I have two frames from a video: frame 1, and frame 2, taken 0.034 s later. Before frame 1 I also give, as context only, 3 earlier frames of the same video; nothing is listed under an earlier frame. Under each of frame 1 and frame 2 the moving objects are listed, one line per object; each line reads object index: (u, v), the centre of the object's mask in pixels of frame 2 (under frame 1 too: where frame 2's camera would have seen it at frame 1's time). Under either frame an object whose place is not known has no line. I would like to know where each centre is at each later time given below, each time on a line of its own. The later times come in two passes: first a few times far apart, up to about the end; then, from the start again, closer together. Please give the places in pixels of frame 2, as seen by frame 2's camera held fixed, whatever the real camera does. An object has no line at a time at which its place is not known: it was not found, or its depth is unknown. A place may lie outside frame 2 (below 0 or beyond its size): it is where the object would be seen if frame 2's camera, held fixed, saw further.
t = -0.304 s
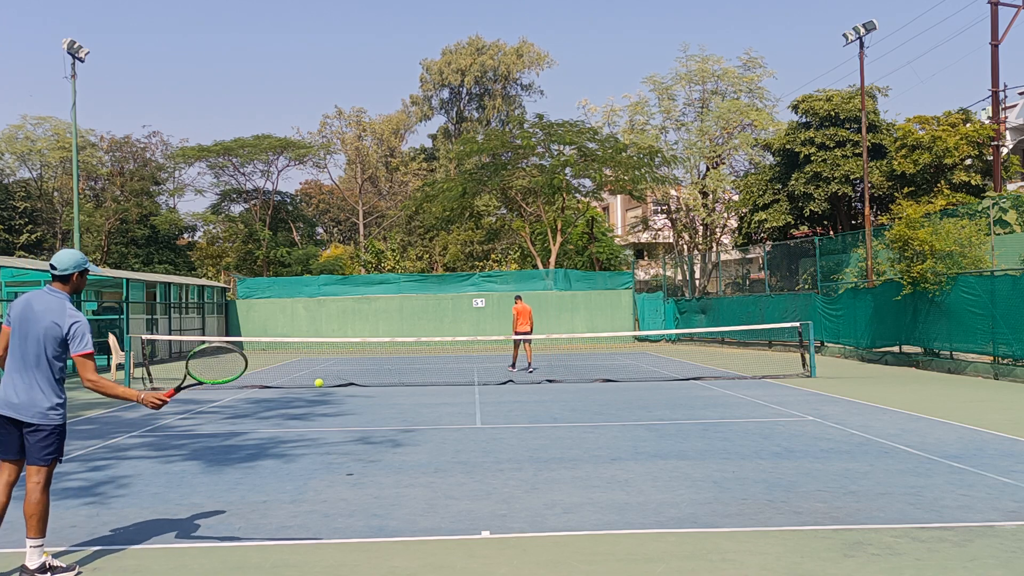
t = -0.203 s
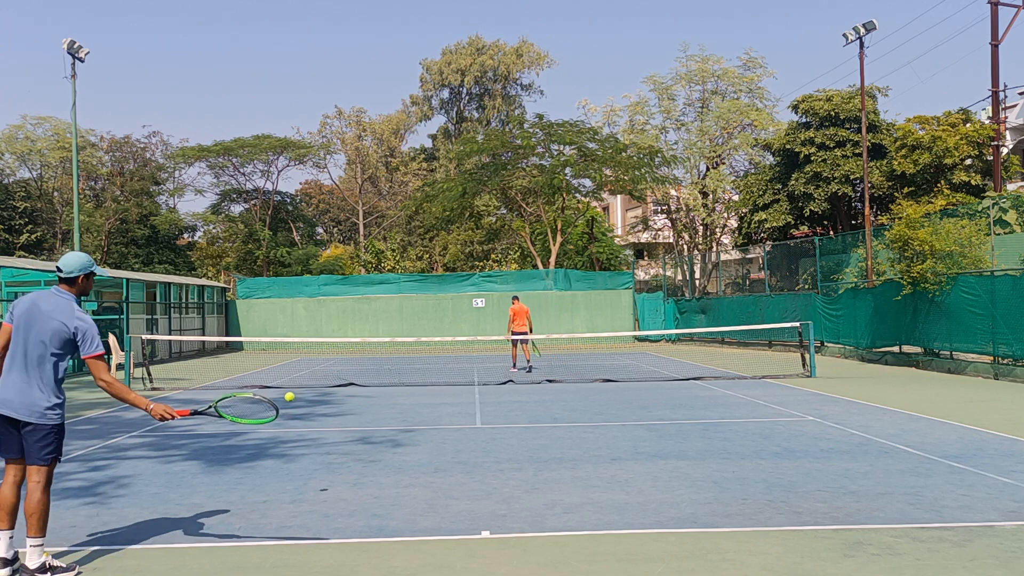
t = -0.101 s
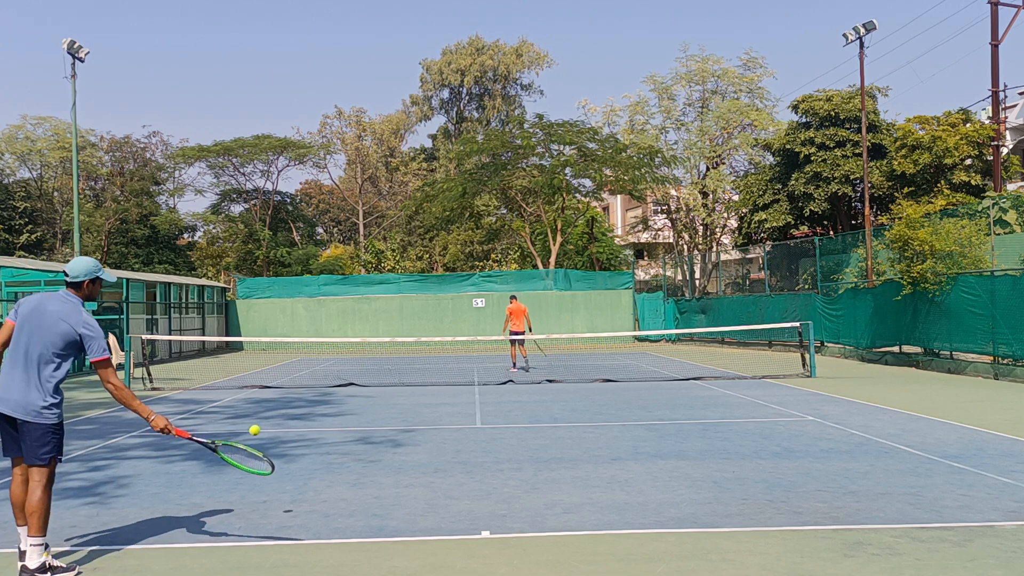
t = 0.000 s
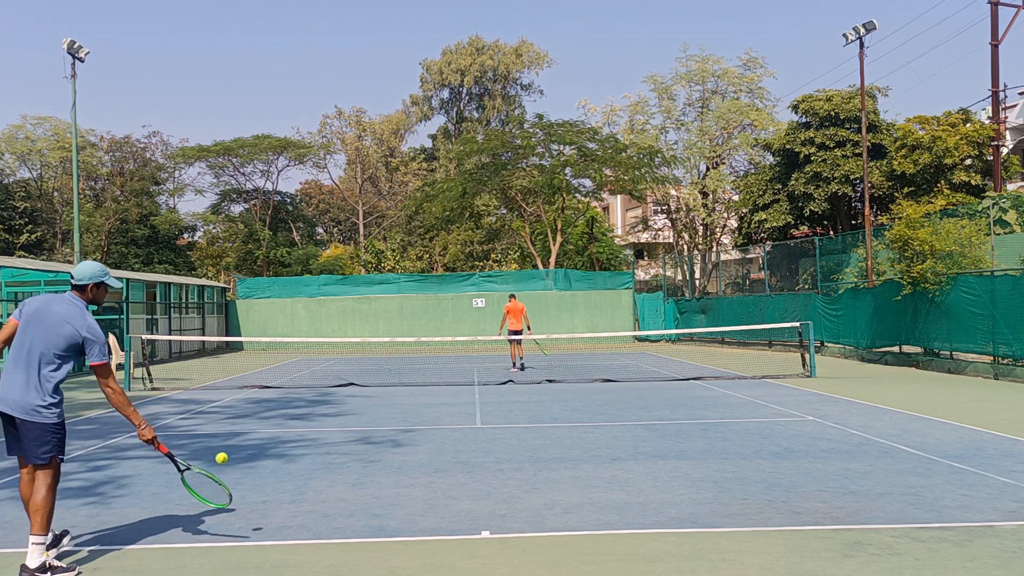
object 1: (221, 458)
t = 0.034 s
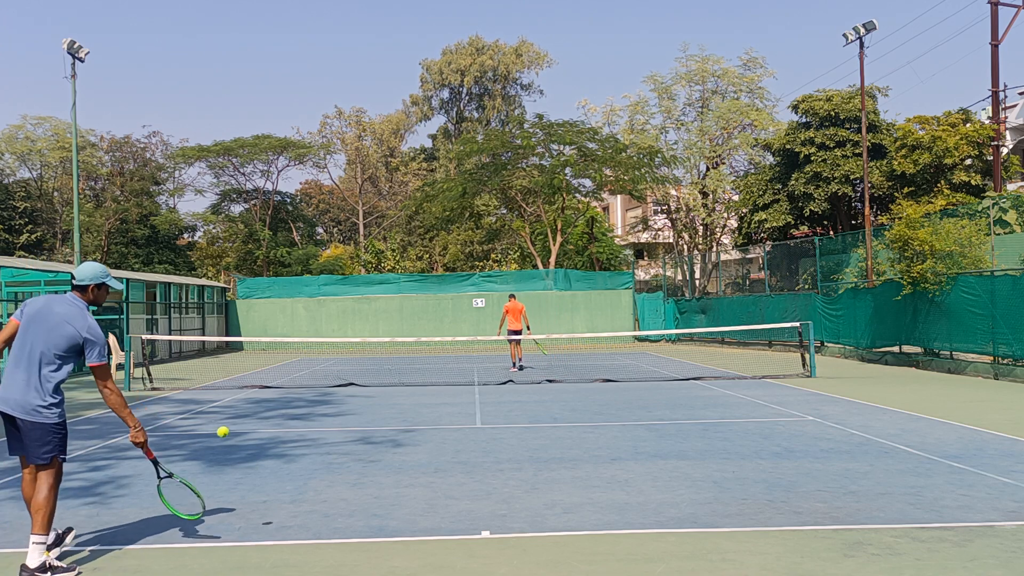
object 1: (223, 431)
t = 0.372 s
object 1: (234, 275)
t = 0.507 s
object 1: (240, 264)
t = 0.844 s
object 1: (255, 356)
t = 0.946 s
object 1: (260, 416)
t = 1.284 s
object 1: (269, 418)
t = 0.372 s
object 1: (234, 275)
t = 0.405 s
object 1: (236, 269)
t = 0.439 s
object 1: (237, 266)
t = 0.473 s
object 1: (238, 264)
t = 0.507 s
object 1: (240, 264)
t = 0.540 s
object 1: (241, 265)
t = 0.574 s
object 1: (242, 268)
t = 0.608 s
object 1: (244, 273)
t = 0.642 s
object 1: (245, 279)
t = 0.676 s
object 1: (247, 288)
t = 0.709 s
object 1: (249, 298)
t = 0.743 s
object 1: (250, 310)
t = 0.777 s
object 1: (252, 323)
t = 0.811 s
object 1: (253, 339)
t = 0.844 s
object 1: (255, 356)
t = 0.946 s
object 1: (260, 416)
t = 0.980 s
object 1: (262, 440)
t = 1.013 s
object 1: (263, 465)
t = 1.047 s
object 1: (265, 491)
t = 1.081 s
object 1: (267, 519)
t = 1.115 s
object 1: (267, 499)
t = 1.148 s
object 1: (268, 480)
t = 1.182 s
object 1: (268, 462)
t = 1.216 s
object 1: (269, 446)
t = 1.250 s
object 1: (269, 431)
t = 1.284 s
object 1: (269, 418)
